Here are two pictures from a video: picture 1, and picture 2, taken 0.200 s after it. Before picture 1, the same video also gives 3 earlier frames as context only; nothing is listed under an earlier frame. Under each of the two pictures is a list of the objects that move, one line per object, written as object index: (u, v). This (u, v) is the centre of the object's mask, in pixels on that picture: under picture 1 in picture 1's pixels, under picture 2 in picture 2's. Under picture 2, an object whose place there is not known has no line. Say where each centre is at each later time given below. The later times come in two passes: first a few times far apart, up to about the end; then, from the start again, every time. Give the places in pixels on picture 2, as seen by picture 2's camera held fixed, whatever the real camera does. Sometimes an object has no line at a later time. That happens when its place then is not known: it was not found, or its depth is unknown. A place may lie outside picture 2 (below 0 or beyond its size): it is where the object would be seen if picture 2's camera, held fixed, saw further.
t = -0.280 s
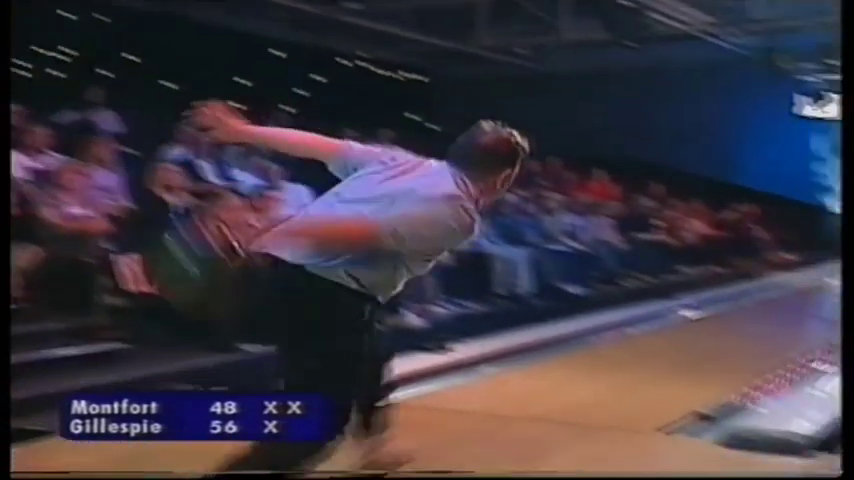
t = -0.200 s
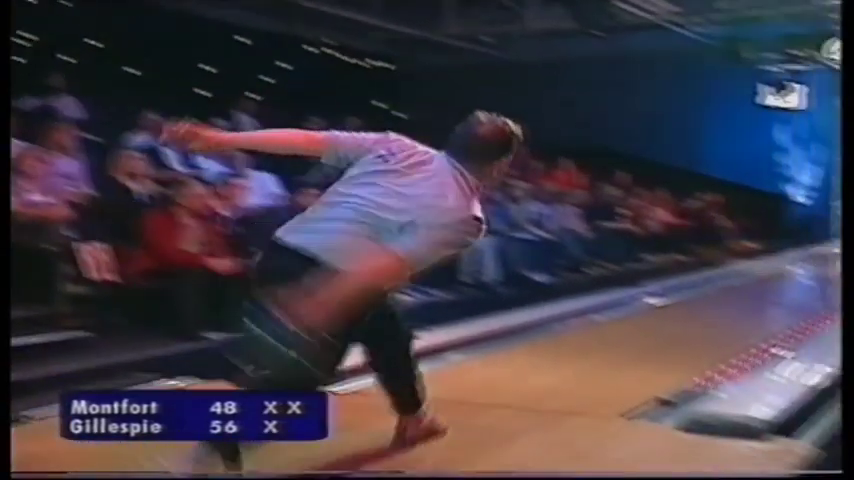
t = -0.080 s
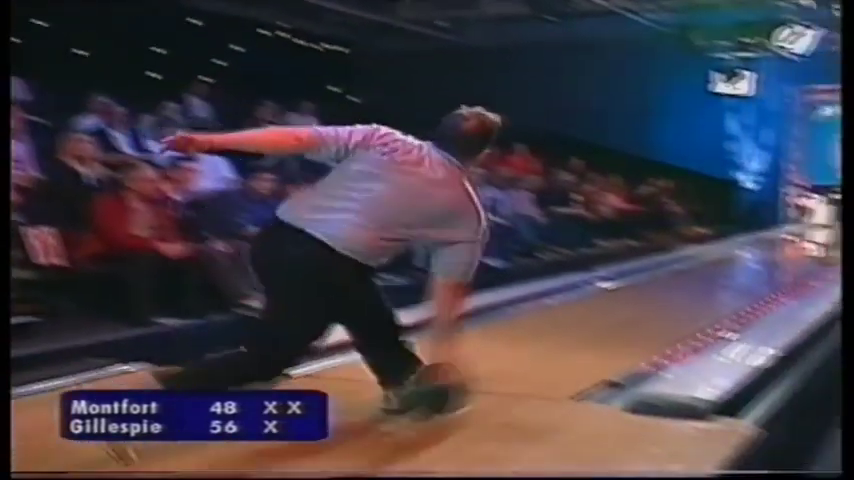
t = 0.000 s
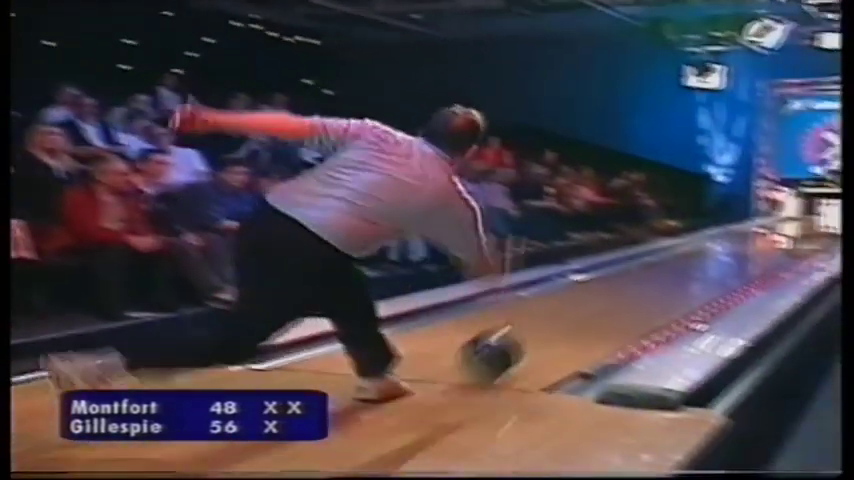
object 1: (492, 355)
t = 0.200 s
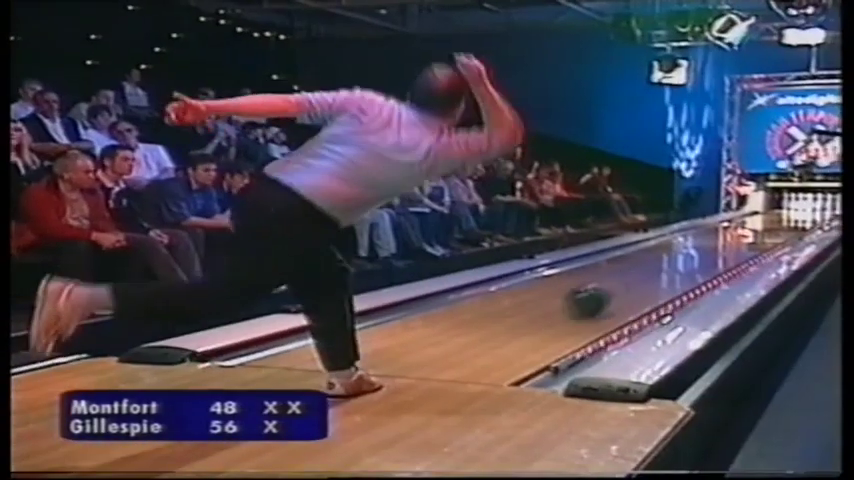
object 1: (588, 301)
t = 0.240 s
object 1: (605, 295)
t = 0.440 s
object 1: (669, 268)
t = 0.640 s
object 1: (711, 252)
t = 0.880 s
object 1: (746, 237)
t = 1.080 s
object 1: (767, 230)
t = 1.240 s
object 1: (779, 224)
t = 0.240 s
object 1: (605, 295)
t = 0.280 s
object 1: (621, 288)
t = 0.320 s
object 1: (635, 283)
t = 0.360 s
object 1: (647, 278)
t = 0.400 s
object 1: (659, 273)
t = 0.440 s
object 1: (669, 268)
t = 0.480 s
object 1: (680, 263)
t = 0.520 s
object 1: (688, 260)
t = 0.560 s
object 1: (696, 257)
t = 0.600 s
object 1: (704, 254)
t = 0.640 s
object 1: (711, 252)
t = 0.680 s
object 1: (718, 249)
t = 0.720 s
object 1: (724, 246)
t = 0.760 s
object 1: (730, 244)
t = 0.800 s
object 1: (736, 240)
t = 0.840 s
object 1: (741, 239)
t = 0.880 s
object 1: (746, 237)
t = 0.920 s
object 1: (751, 235)
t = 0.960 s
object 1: (755, 234)
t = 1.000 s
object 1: (760, 233)
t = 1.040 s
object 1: (763, 231)
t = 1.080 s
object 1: (767, 230)
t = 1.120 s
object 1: (771, 227)
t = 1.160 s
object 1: (773, 225)
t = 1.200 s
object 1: (778, 224)
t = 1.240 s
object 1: (779, 224)
